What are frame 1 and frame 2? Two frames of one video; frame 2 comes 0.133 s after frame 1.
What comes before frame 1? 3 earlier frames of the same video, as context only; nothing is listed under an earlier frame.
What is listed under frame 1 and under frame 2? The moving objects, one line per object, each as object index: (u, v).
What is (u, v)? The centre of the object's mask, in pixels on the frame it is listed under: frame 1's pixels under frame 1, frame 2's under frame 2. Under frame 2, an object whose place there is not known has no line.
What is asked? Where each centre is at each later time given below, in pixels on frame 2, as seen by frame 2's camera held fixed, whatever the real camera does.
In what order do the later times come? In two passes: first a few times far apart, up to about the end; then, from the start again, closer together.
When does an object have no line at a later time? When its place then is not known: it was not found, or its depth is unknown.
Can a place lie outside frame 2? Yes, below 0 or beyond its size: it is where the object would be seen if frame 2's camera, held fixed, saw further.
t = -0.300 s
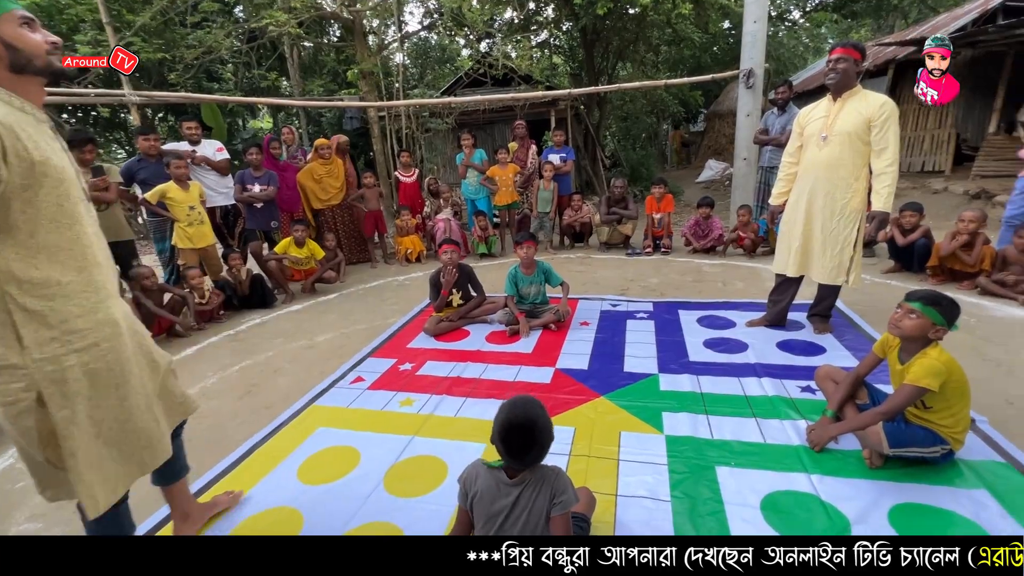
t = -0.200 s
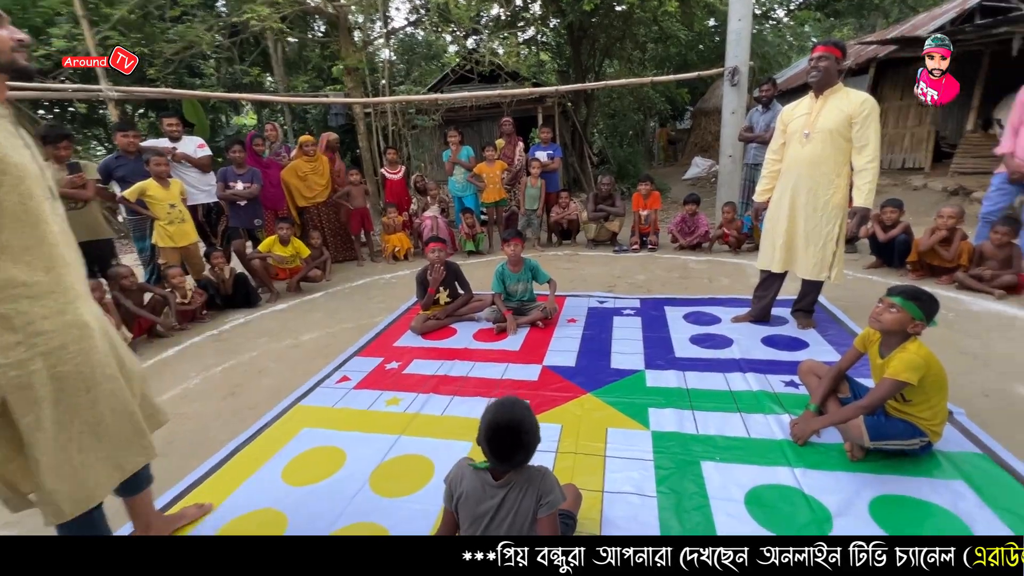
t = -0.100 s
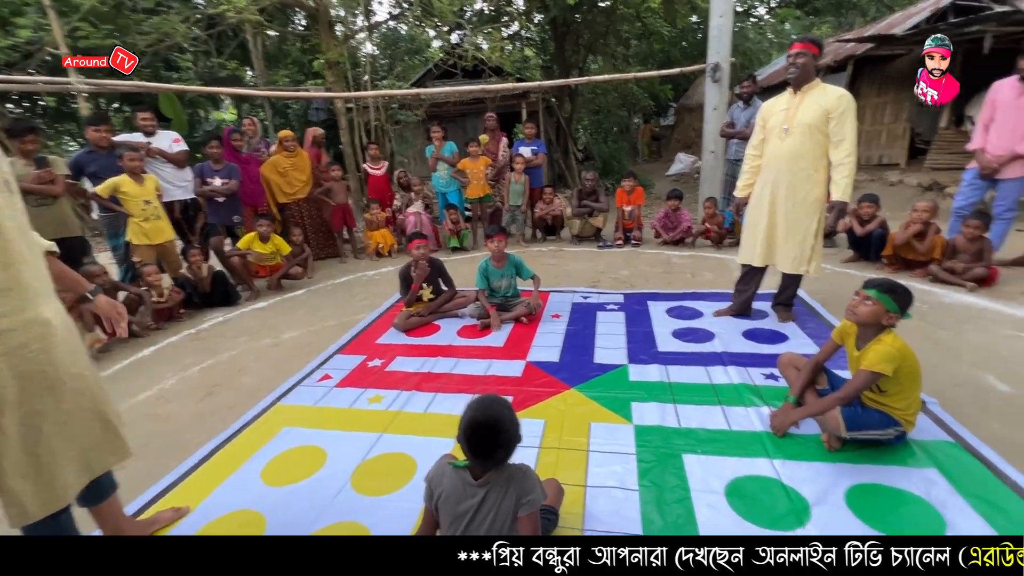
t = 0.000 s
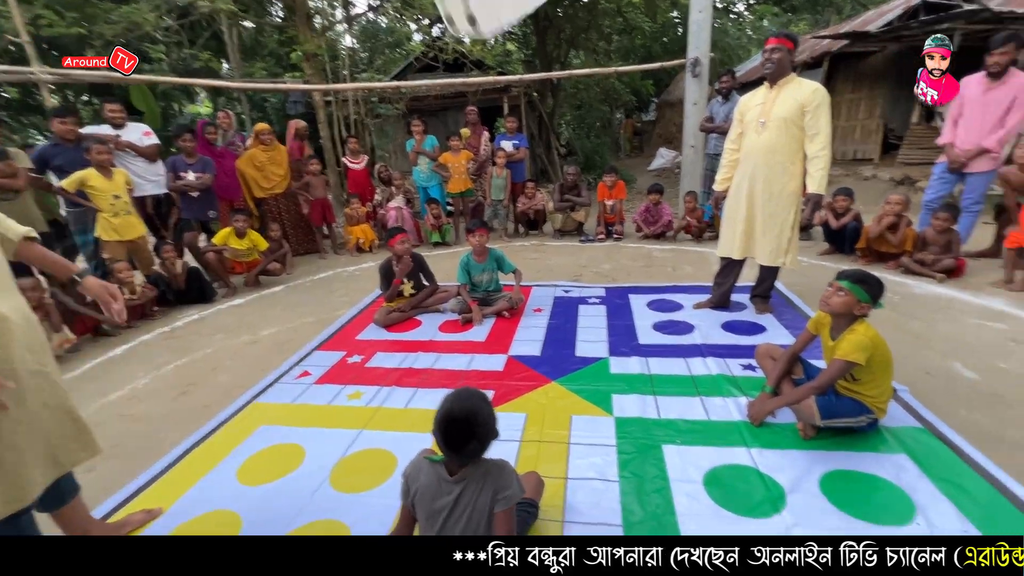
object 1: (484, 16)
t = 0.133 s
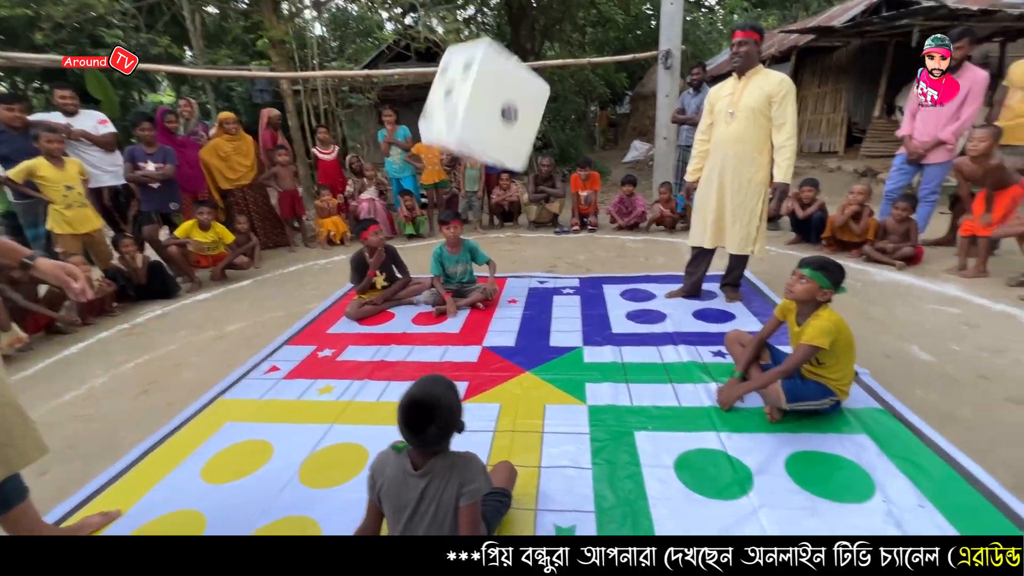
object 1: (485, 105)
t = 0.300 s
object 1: (525, 305)
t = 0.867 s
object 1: (313, 333)
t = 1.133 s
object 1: (239, 336)
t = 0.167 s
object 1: (493, 153)
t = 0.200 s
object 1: (503, 191)
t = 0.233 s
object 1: (507, 233)
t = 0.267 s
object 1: (519, 271)
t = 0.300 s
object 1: (525, 305)
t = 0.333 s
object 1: (530, 343)
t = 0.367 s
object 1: (523, 345)
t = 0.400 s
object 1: (508, 334)
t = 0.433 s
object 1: (487, 326)
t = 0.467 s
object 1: (470, 319)
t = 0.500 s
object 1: (454, 312)
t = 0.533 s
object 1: (439, 310)
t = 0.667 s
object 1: (384, 325)
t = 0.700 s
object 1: (370, 332)
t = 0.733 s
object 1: (361, 341)
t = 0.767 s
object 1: (350, 346)
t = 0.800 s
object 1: (338, 346)
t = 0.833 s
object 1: (325, 340)
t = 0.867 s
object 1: (313, 333)
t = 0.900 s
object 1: (301, 331)
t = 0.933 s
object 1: (289, 330)
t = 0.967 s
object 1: (278, 332)
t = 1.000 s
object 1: (268, 336)
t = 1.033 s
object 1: (259, 341)
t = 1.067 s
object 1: (252, 339)
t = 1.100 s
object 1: (245, 337)
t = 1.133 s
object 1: (239, 336)
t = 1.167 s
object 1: (235, 337)
